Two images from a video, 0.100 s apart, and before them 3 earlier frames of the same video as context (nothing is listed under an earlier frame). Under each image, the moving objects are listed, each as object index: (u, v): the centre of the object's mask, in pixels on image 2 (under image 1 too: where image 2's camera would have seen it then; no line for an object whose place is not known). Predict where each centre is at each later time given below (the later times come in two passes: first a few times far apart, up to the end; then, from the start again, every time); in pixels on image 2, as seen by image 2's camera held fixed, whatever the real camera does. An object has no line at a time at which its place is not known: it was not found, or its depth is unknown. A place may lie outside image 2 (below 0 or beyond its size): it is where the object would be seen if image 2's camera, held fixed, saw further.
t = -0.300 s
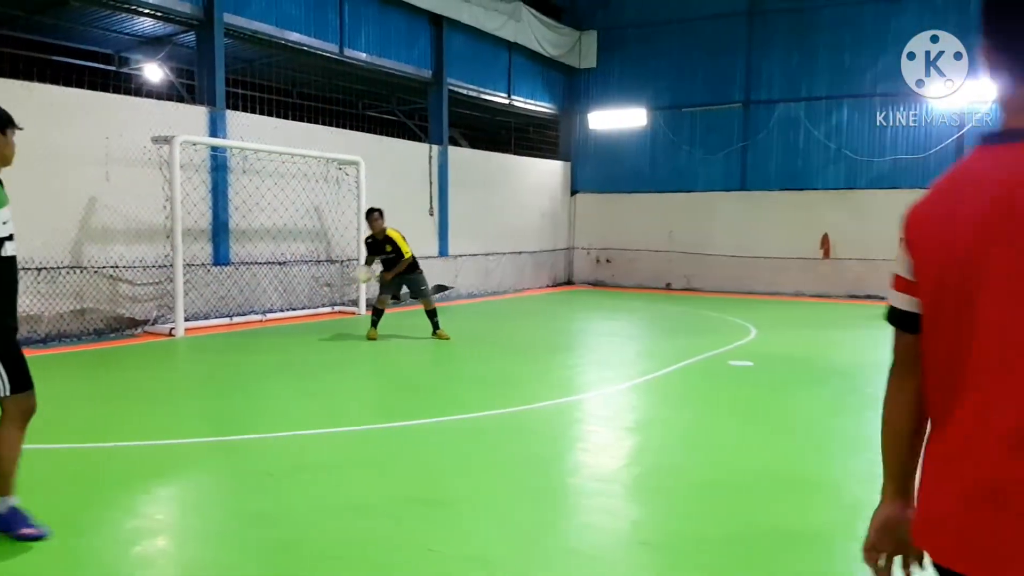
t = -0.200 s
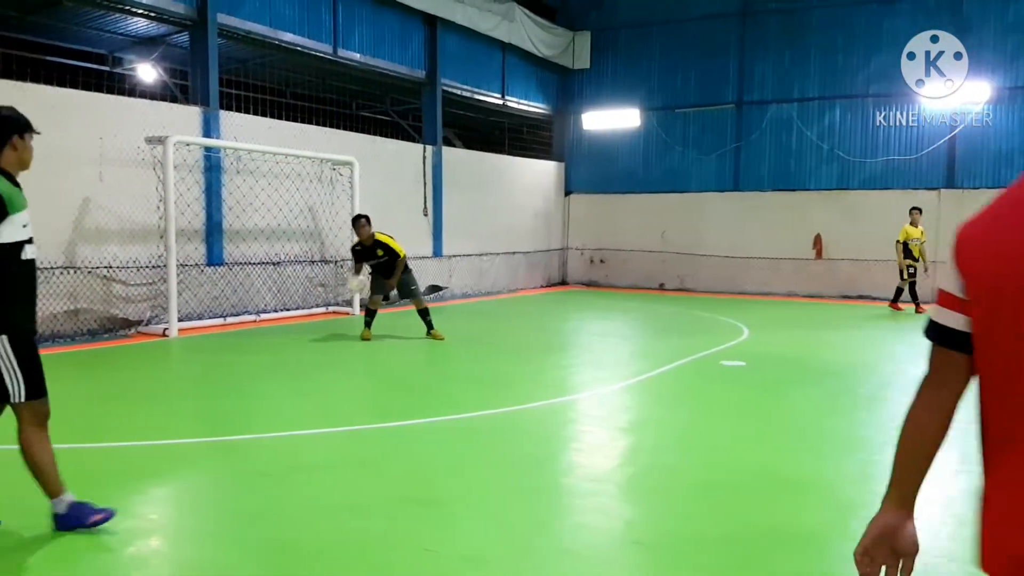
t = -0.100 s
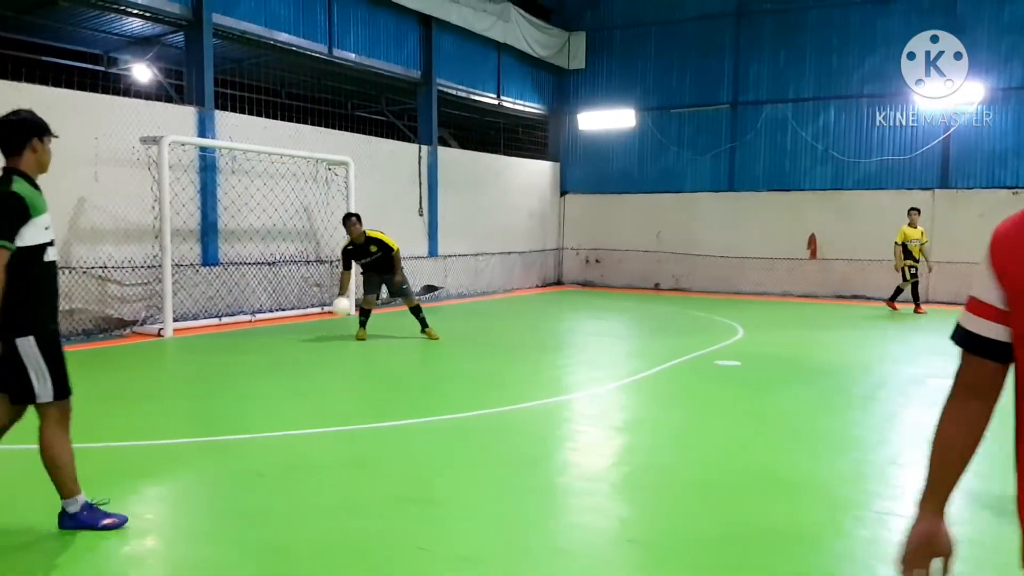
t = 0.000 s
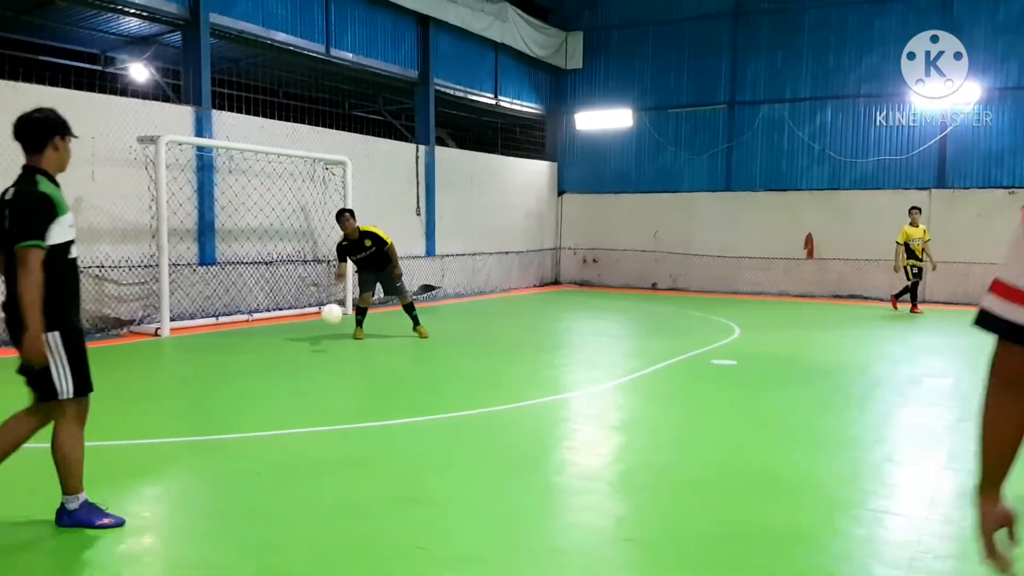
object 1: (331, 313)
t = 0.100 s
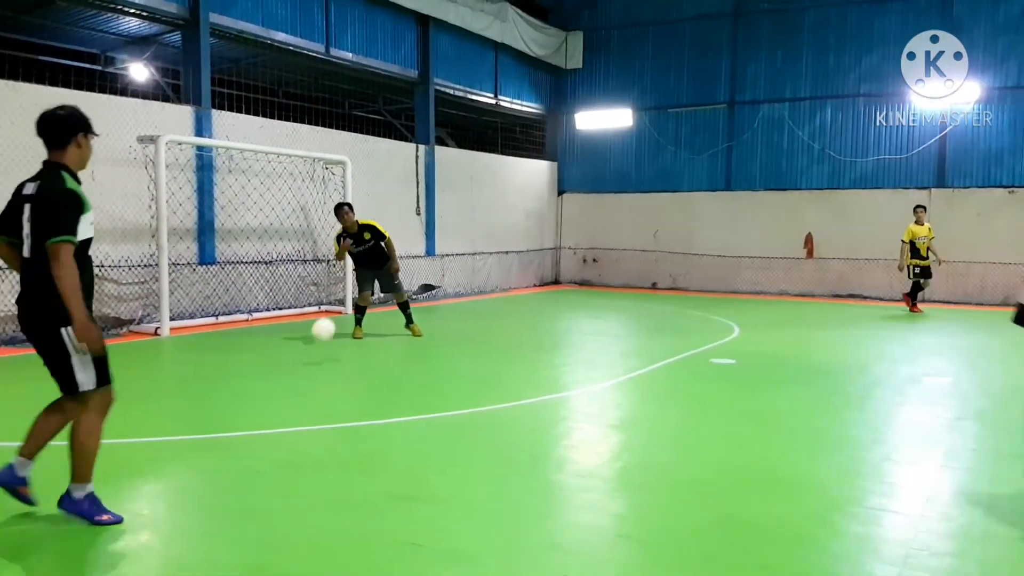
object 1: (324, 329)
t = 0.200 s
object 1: (313, 364)
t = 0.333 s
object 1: (303, 372)
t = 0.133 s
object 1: (321, 338)
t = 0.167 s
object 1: (317, 350)
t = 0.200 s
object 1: (313, 364)
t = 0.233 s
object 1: (311, 366)
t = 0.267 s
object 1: (308, 365)
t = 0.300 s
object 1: (305, 368)
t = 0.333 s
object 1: (303, 372)
